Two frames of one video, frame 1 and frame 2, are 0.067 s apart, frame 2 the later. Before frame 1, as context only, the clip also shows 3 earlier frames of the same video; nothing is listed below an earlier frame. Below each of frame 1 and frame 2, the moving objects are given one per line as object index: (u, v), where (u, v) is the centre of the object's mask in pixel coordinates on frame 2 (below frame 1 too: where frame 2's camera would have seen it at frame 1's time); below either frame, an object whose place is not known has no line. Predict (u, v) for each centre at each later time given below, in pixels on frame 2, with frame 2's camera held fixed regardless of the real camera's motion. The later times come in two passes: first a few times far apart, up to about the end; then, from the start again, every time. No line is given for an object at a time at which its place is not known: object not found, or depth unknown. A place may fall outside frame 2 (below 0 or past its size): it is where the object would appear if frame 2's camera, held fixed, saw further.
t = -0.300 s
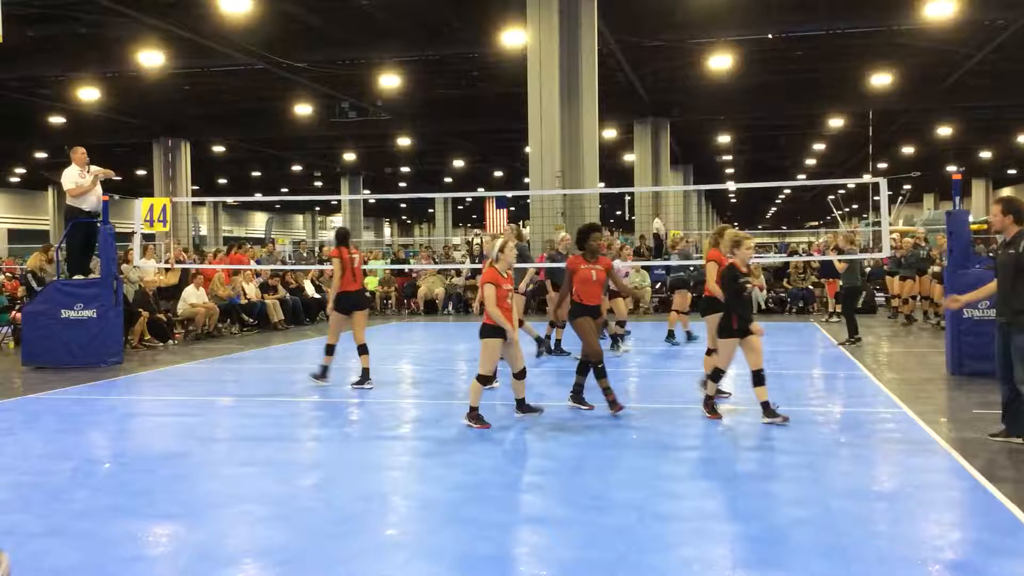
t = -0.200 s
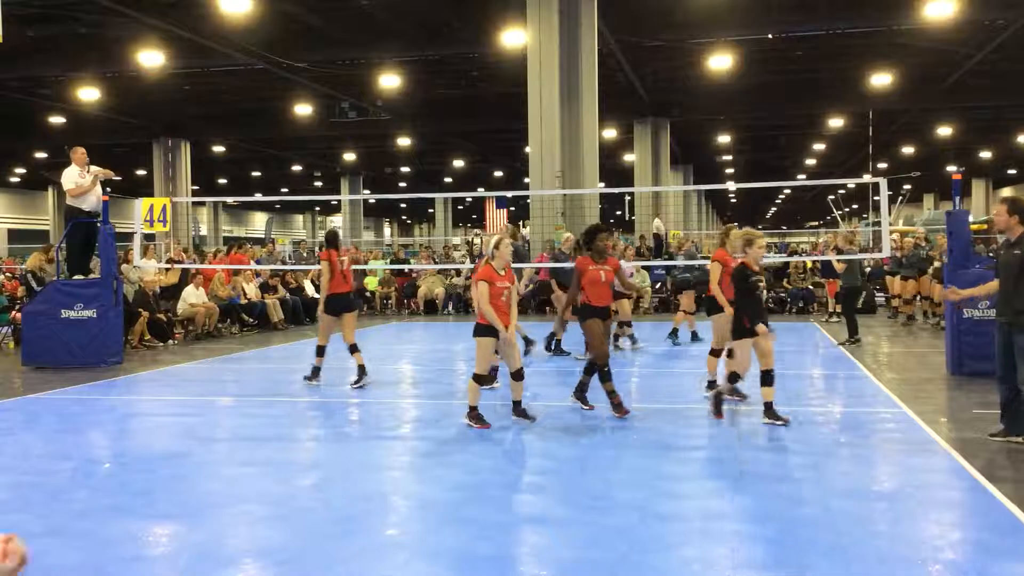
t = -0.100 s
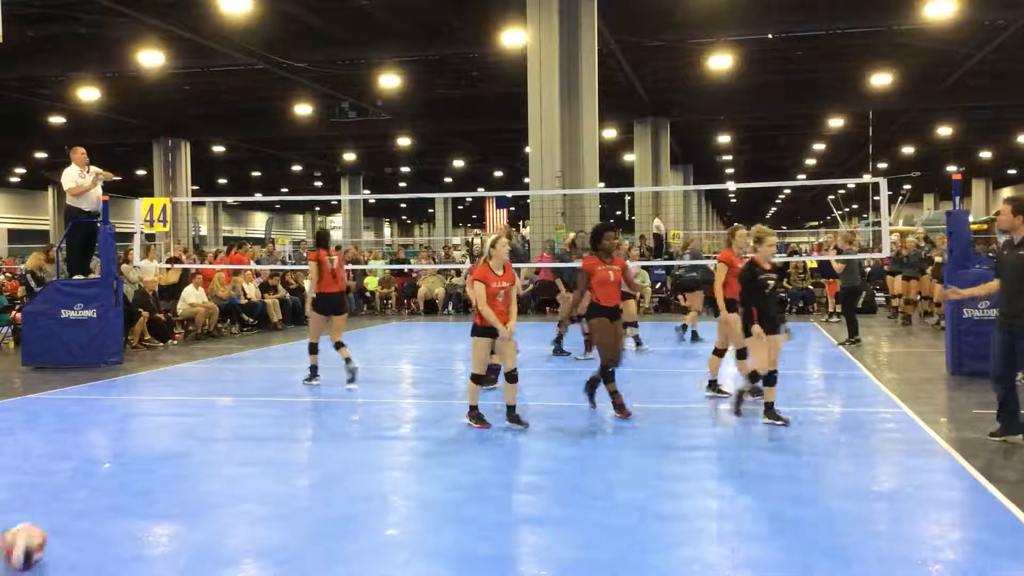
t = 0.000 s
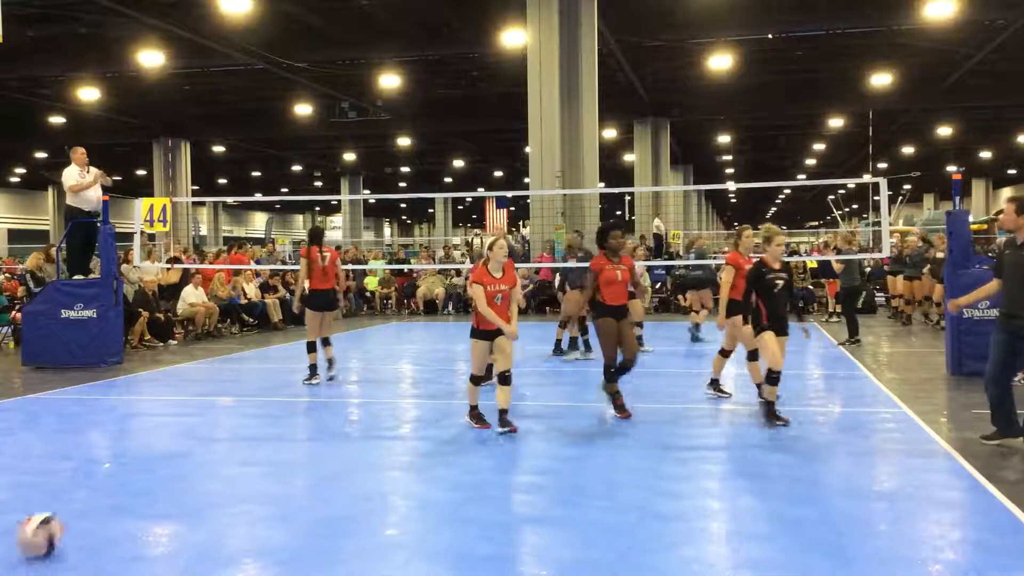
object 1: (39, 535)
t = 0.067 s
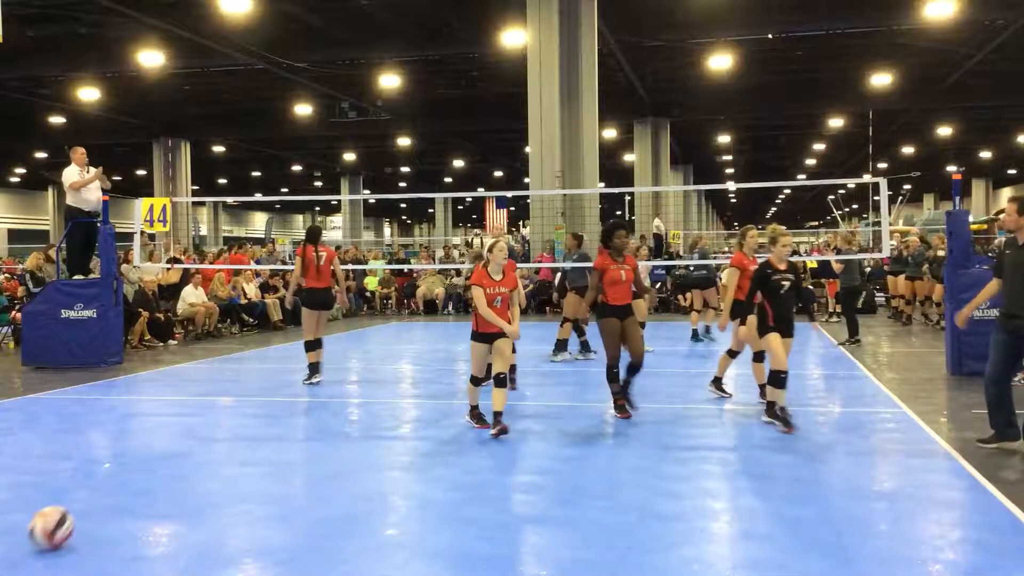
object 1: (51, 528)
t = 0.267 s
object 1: (80, 510)
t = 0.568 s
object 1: (117, 488)
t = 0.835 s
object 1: (145, 470)
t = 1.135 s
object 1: (172, 455)
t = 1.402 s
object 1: (193, 443)
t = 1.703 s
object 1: (214, 431)
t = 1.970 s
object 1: (229, 423)
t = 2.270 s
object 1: (246, 414)
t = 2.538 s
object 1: (259, 406)
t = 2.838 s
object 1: (272, 398)
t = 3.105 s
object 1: (282, 393)
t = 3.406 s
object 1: (294, 387)
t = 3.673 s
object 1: (302, 383)
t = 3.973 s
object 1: (311, 377)
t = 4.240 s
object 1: (319, 373)
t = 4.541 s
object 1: (326, 370)
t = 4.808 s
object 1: (334, 366)
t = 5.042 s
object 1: (338, 364)
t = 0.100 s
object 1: (56, 525)
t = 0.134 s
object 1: (61, 521)
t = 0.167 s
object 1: (67, 518)
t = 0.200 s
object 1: (71, 516)
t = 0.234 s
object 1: (76, 512)
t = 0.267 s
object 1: (80, 510)
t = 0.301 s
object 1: (86, 508)
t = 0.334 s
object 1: (88, 505)
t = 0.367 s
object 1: (92, 502)
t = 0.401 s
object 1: (98, 500)
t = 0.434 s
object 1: (101, 496)
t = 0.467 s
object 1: (106, 494)
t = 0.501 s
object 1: (110, 492)
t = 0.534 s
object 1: (114, 490)
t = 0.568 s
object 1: (117, 488)
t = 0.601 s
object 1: (121, 484)
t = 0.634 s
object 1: (125, 483)
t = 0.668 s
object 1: (128, 480)
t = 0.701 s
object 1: (130, 478)
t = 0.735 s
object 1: (135, 476)
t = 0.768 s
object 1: (138, 474)
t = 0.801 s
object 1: (141, 472)
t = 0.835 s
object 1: (145, 470)
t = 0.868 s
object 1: (149, 468)
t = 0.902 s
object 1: (152, 466)
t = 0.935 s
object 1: (154, 465)
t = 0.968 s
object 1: (158, 462)
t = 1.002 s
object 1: (161, 461)
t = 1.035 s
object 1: (164, 460)
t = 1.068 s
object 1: (167, 458)
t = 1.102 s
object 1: (169, 457)
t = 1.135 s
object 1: (172, 455)
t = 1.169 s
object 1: (174, 453)
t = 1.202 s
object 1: (178, 452)
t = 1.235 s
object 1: (181, 450)
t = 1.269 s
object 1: (183, 448)
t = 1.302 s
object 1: (186, 447)
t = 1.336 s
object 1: (189, 445)
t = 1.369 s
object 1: (191, 444)
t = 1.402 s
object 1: (193, 443)
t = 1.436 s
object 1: (195, 442)
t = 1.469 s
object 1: (198, 441)
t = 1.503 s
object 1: (200, 439)
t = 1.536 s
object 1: (202, 438)
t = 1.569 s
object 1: (205, 436)
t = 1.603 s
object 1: (208, 435)
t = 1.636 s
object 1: (210, 434)
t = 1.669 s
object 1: (212, 433)
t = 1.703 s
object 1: (214, 431)
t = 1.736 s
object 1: (216, 431)
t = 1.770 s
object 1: (219, 429)
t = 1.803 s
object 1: (220, 428)
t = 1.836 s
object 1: (223, 426)
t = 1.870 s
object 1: (224, 425)
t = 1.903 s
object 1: (225, 424)
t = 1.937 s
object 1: (227, 425)
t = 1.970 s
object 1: (229, 423)
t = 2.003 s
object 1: (231, 422)
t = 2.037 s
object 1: (233, 421)
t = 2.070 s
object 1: (235, 420)
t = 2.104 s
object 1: (237, 420)
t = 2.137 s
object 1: (239, 418)
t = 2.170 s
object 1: (241, 417)
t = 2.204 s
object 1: (243, 416)
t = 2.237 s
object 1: (245, 415)
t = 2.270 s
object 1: (246, 414)
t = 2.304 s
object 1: (247, 413)
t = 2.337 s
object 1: (249, 412)
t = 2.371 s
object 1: (251, 411)
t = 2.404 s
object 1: (253, 410)
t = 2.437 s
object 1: (254, 409)
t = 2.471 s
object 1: (256, 408)
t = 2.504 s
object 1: (257, 407)
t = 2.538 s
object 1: (259, 406)
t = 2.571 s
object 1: (260, 406)
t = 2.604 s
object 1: (262, 405)
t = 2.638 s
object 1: (263, 404)
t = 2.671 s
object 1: (265, 403)
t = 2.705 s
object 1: (266, 402)
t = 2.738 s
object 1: (268, 401)
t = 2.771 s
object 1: (269, 400)
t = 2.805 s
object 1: (271, 399)
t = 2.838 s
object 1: (272, 398)
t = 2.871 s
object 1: (274, 398)
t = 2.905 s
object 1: (275, 397)
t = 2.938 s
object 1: (276, 397)
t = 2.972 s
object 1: (278, 395)
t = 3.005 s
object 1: (279, 395)
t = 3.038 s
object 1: (280, 394)
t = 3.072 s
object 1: (281, 394)
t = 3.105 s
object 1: (282, 393)
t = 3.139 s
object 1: (283, 393)
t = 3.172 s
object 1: (285, 392)
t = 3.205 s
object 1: (286, 392)
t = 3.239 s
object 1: (288, 390)
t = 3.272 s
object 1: (289, 390)
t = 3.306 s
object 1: (291, 389)
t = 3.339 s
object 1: (292, 388)
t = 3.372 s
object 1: (293, 387)
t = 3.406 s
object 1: (294, 387)
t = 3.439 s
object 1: (295, 387)
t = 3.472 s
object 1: (296, 386)
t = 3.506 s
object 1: (297, 385)
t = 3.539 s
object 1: (298, 385)
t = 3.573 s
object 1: (299, 385)
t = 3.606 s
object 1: (299, 385)
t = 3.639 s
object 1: (301, 383)
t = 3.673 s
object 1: (302, 383)
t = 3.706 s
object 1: (303, 382)
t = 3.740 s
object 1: (304, 381)
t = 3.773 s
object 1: (305, 381)
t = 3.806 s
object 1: (307, 380)
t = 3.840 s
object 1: (308, 379)
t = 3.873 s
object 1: (308, 380)
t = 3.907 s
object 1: (309, 379)
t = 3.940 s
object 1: (310, 378)
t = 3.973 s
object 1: (311, 377)
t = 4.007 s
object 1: (312, 377)
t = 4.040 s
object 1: (313, 376)
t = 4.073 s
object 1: (313, 376)
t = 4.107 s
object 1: (314, 376)
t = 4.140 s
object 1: (315, 375)
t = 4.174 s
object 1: (316, 374)
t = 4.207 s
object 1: (317, 374)
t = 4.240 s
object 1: (319, 373)
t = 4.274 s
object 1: (320, 373)
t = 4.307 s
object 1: (321, 373)
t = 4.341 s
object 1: (322, 372)
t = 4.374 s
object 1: (323, 372)
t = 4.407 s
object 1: (323, 371)
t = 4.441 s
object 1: (324, 371)
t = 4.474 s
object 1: (324, 371)
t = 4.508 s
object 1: (325, 370)
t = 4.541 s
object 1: (326, 370)
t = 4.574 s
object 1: (327, 370)
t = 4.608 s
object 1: (328, 369)
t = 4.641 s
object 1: (329, 369)
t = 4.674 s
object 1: (330, 368)
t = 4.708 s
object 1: (330, 367)
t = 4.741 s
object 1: (332, 366)
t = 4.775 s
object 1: (333, 366)
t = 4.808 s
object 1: (334, 366)
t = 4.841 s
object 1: (334, 366)
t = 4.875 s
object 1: (334, 366)
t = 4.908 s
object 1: (335, 365)
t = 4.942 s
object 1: (336, 365)
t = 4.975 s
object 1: (336, 364)
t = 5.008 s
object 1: (337, 364)
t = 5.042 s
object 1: (338, 364)
